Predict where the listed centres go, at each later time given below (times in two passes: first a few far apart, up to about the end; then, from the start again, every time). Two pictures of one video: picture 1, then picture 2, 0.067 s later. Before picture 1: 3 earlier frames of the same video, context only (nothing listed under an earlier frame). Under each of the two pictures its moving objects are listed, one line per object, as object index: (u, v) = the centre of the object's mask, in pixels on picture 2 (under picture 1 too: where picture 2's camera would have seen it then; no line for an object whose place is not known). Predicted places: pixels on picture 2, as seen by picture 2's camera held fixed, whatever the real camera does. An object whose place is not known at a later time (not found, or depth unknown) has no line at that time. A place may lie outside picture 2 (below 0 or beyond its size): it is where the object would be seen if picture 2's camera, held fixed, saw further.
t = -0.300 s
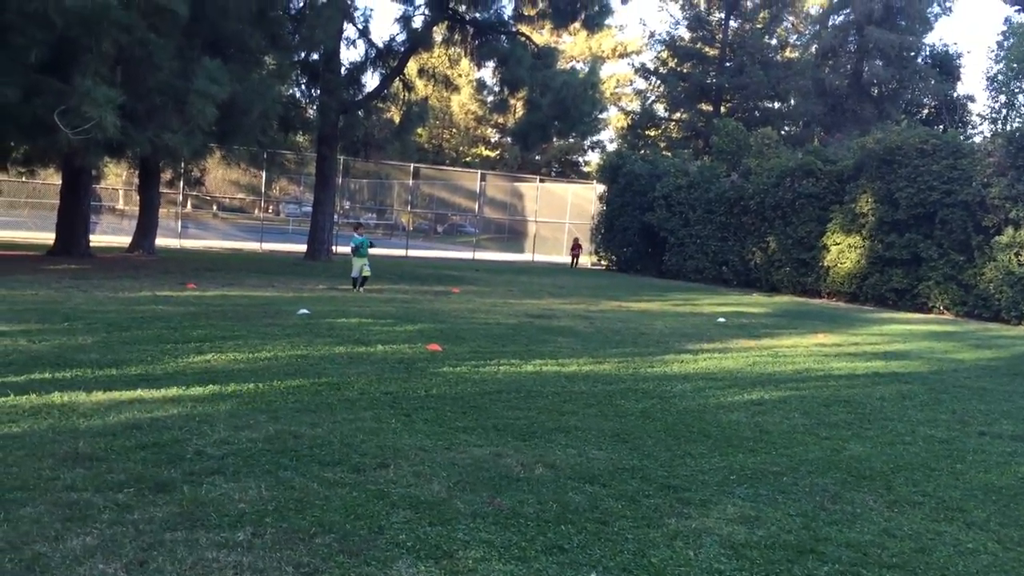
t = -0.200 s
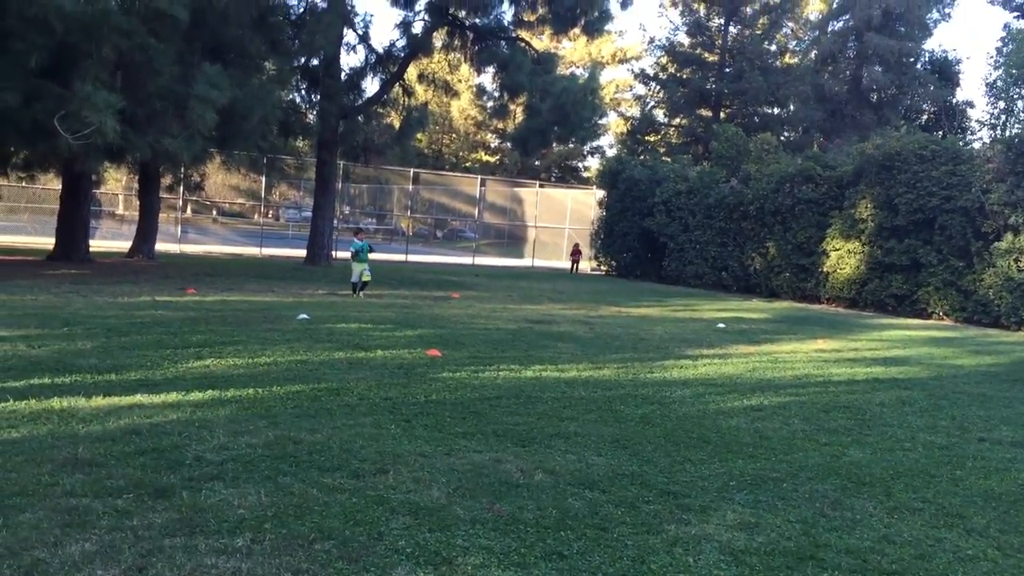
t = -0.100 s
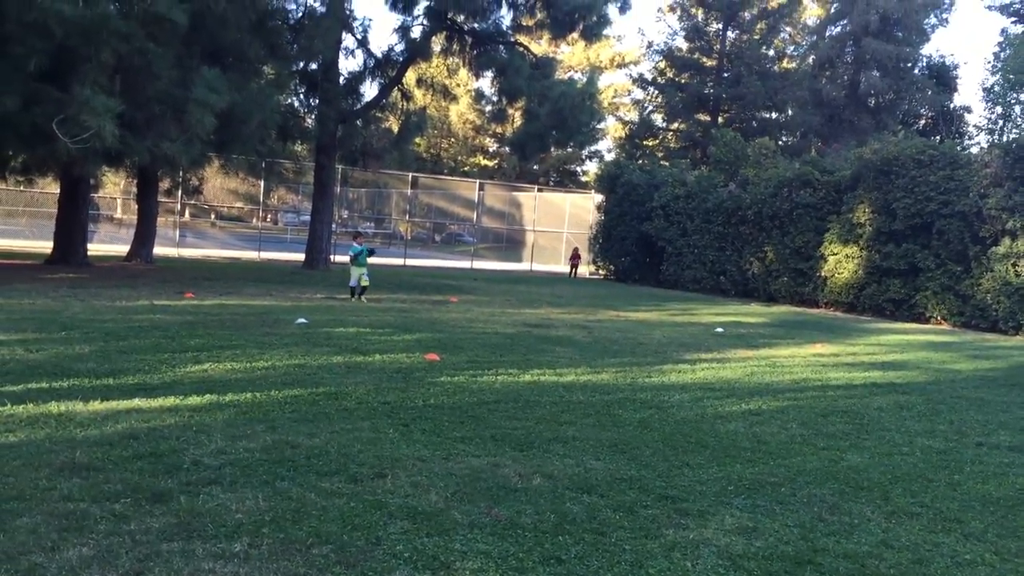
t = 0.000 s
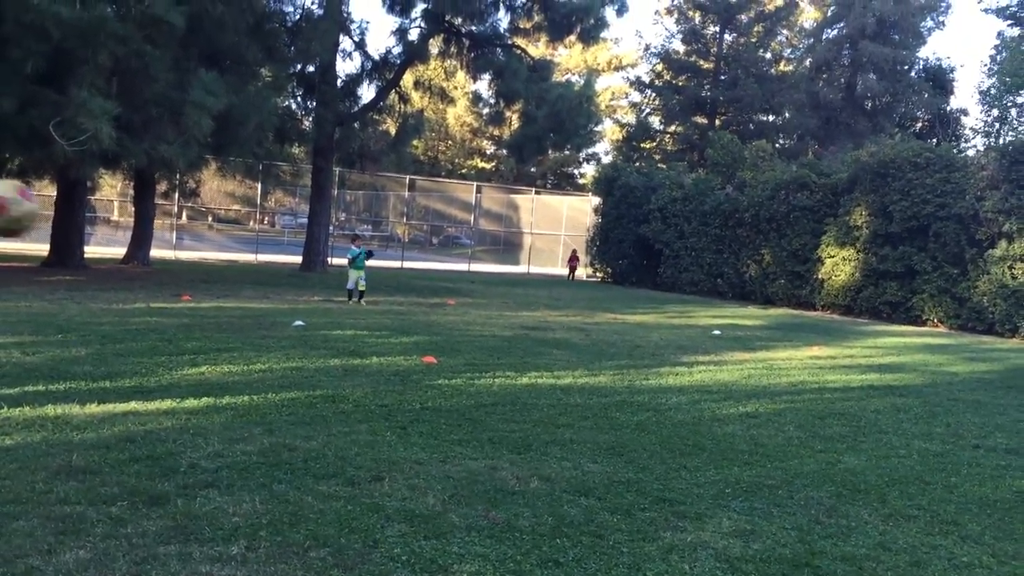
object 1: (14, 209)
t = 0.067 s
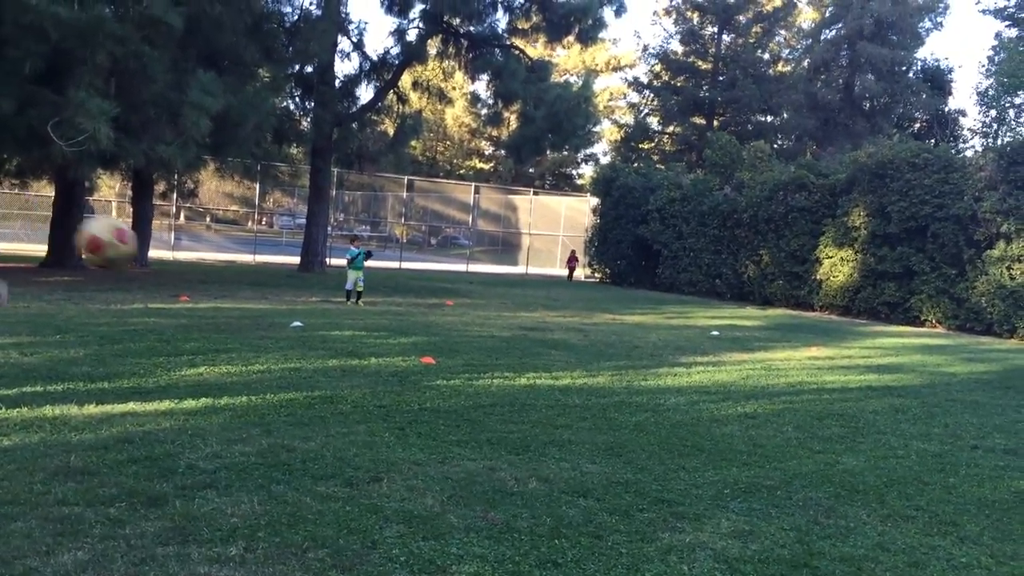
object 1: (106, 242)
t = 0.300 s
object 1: (345, 394)
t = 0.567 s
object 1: (485, 389)
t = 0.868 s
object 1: (589, 384)
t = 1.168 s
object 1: (668, 397)
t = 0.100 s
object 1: (150, 261)
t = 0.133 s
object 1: (190, 282)
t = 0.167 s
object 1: (226, 302)
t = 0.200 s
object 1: (260, 324)
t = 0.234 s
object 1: (290, 347)
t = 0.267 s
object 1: (319, 370)
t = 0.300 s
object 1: (345, 394)
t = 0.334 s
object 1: (369, 418)
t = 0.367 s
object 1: (392, 443)
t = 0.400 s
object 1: (412, 457)
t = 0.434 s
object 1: (428, 440)
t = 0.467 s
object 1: (443, 424)
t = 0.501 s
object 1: (457, 411)
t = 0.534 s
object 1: (473, 398)
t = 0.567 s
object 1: (485, 389)
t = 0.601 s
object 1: (499, 381)
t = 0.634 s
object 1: (511, 375)
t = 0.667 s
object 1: (524, 371)
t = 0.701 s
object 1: (536, 369)
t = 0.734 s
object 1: (547, 369)
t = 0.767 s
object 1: (558, 370)
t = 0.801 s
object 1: (569, 373)
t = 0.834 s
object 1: (579, 377)
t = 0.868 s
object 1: (589, 384)
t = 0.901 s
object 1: (598, 391)
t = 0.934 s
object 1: (608, 401)
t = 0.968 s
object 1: (617, 411)
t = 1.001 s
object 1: (625, 424)
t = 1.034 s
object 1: (634, 429)
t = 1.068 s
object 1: (643, 419)
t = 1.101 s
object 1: (652, 410)
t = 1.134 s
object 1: (660, 403)
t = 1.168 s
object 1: (668, 397)
